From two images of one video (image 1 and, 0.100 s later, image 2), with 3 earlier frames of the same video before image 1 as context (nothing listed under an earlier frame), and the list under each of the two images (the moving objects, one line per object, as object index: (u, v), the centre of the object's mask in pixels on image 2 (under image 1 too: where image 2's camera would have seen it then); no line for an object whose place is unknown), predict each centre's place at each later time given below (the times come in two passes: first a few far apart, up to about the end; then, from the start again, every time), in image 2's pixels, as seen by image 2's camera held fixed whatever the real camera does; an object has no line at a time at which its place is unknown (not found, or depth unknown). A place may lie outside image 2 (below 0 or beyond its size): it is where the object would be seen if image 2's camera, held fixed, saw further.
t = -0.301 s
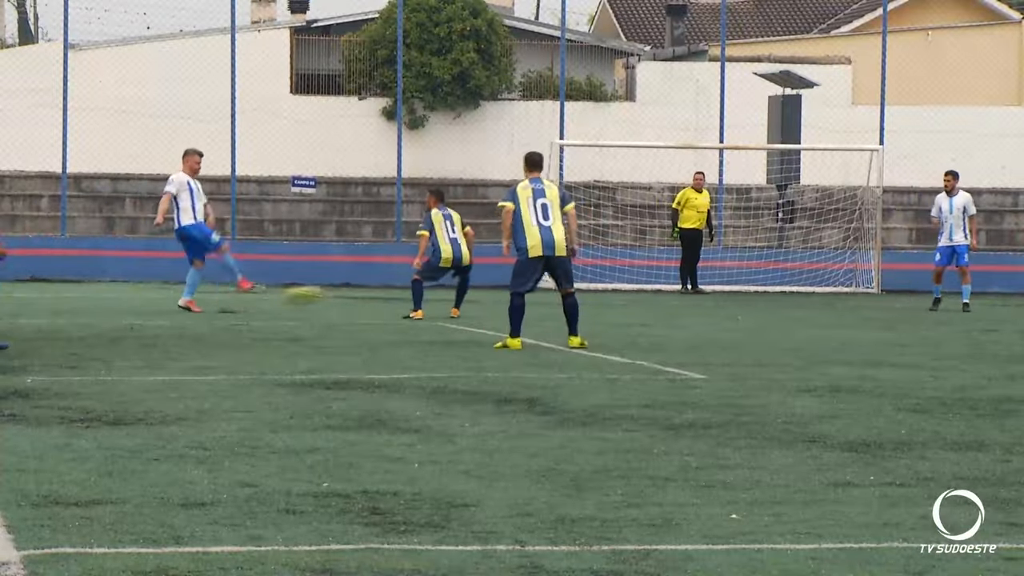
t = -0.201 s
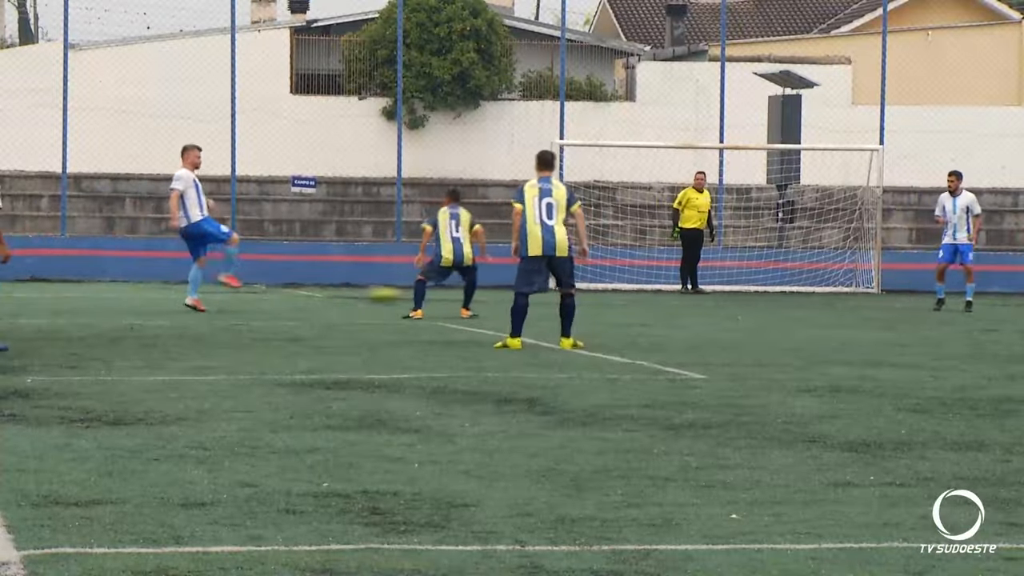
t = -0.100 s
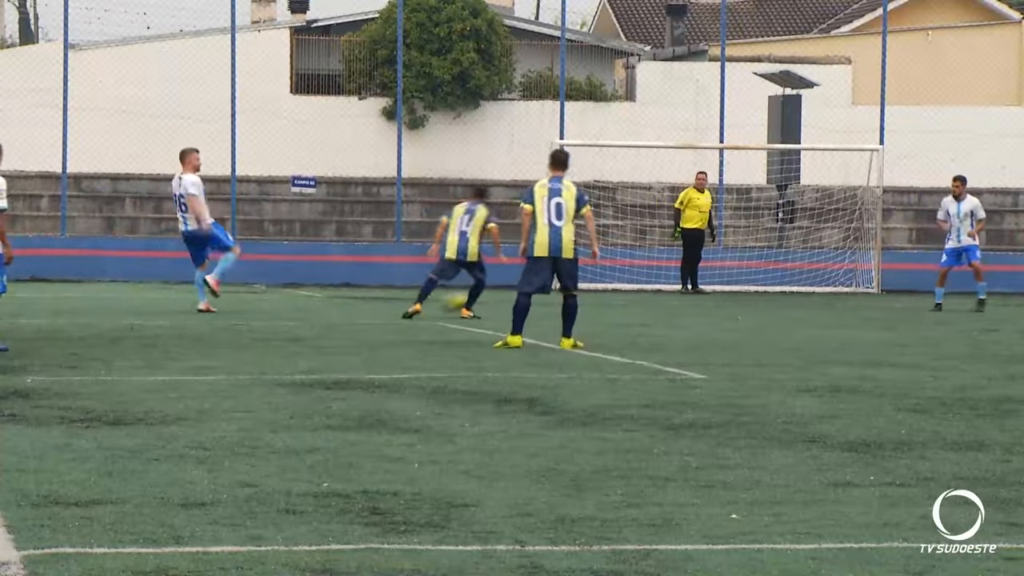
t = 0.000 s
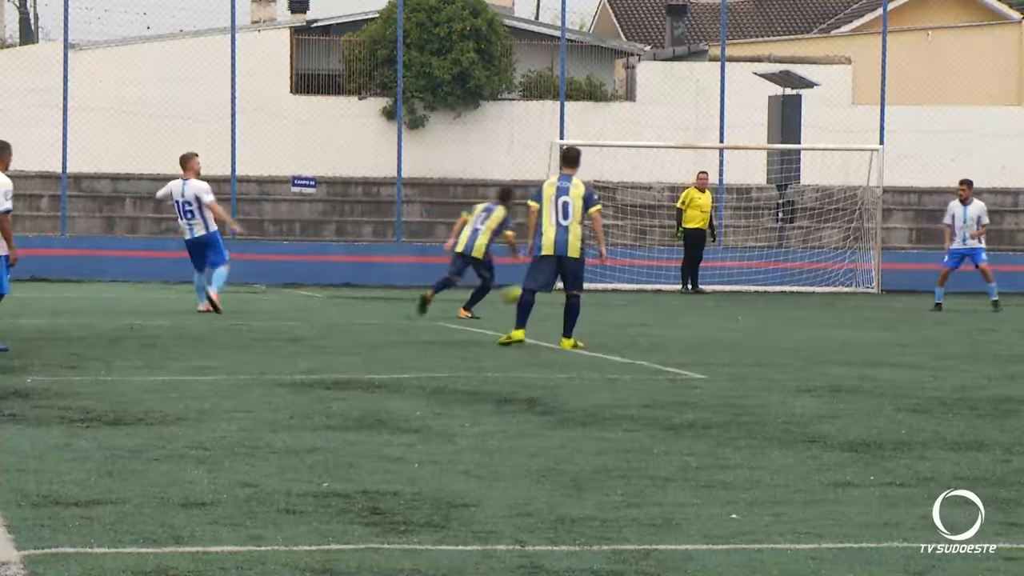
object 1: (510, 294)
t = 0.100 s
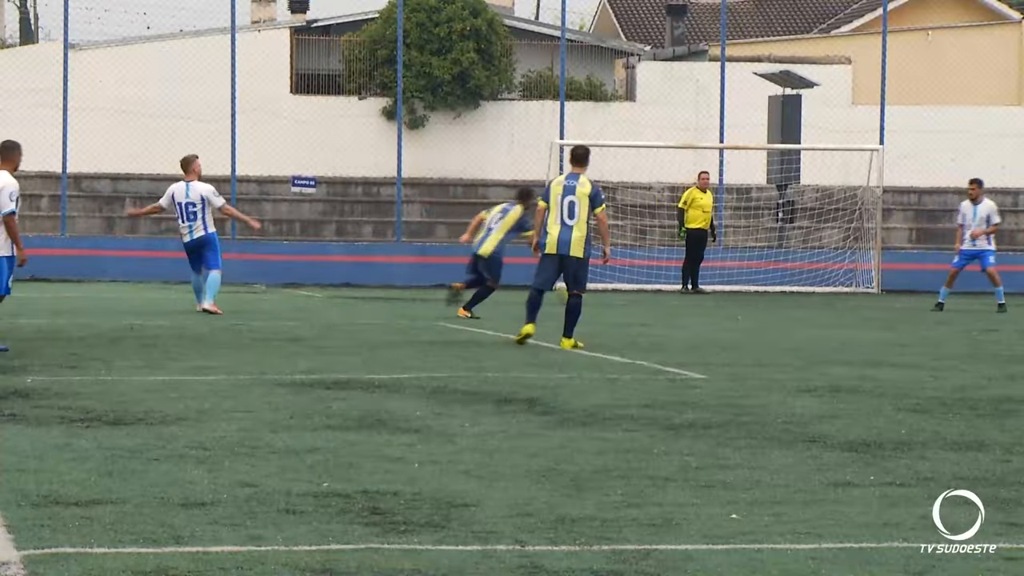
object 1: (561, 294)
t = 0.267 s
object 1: (653, 298)
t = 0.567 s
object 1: (793, 299)
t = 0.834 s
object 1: (900, 299)
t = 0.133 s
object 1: (592, 300)
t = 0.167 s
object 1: (605, 302)
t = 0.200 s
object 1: (622, 302)
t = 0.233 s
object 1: (640, 299)
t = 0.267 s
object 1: (653, 298)
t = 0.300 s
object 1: (672, 298)
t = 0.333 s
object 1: (687, 297)
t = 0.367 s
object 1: (703, 299)
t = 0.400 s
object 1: (717, 301)
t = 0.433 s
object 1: (731, 303)
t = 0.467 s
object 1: (748, 300)
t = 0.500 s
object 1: (763, 299)
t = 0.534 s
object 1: (777, 298)
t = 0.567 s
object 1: (793, 299)
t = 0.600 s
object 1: (806, 300)
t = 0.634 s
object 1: (820, 302)
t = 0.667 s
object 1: (835, 304)
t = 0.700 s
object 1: (848, 302)
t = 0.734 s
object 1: (861, 301)
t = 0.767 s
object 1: (876, 299)
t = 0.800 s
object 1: (888, 299)
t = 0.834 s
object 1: (900, 299)
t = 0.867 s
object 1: (915, 301)
